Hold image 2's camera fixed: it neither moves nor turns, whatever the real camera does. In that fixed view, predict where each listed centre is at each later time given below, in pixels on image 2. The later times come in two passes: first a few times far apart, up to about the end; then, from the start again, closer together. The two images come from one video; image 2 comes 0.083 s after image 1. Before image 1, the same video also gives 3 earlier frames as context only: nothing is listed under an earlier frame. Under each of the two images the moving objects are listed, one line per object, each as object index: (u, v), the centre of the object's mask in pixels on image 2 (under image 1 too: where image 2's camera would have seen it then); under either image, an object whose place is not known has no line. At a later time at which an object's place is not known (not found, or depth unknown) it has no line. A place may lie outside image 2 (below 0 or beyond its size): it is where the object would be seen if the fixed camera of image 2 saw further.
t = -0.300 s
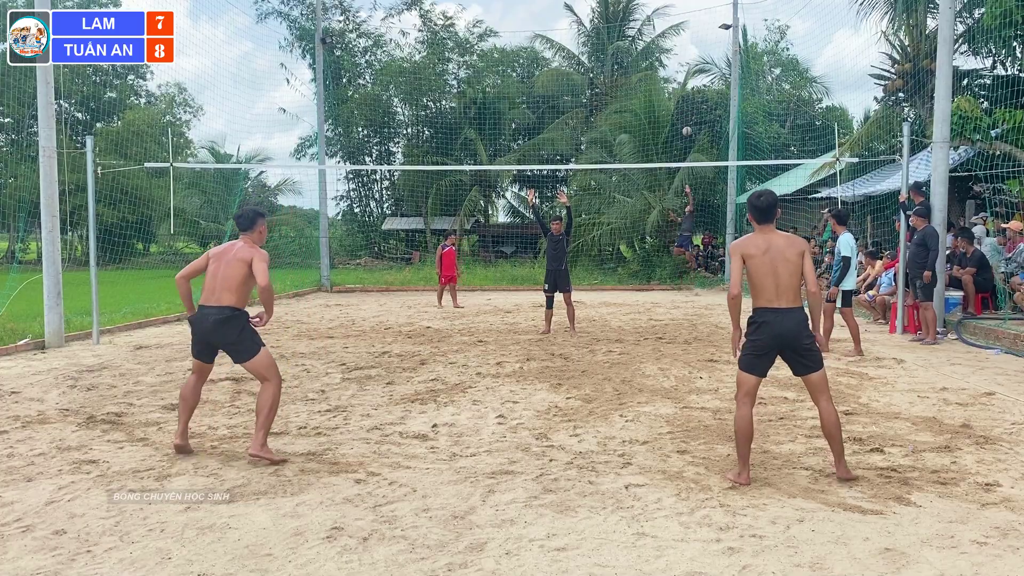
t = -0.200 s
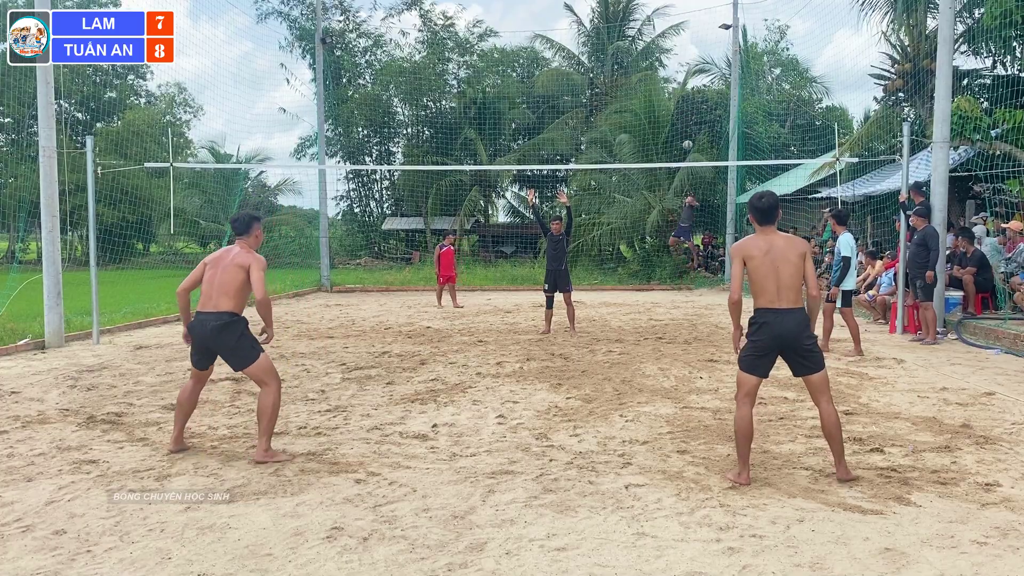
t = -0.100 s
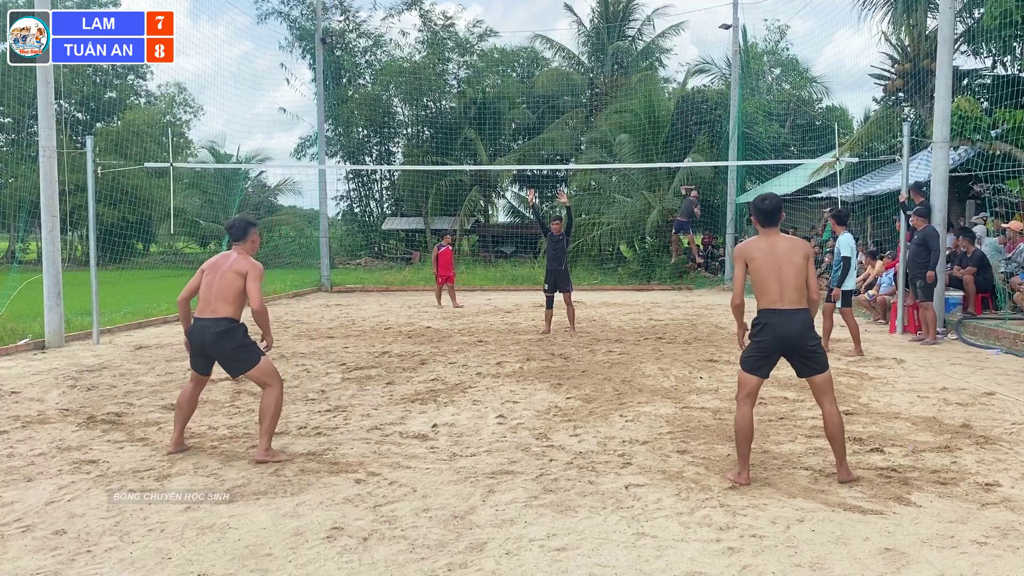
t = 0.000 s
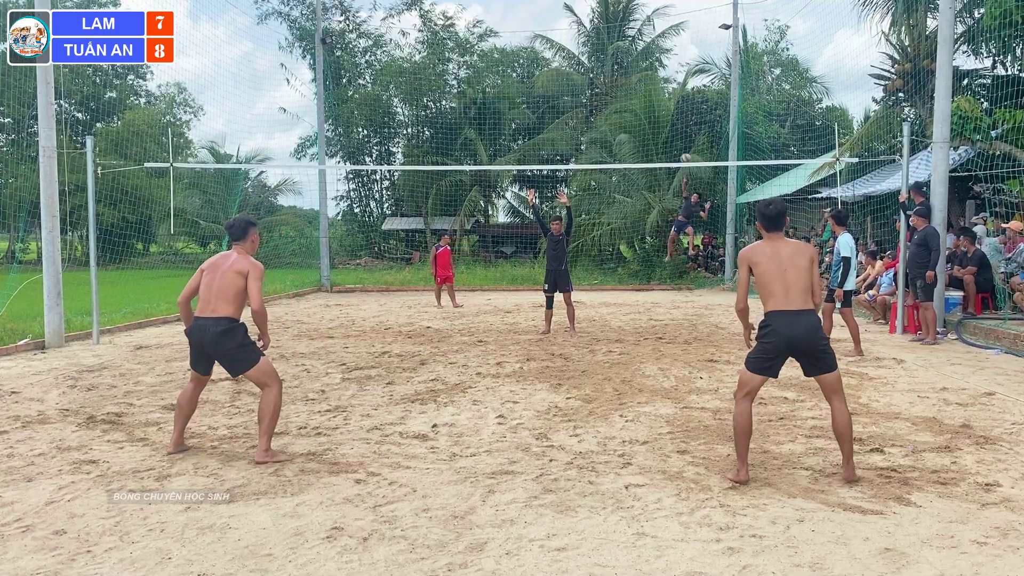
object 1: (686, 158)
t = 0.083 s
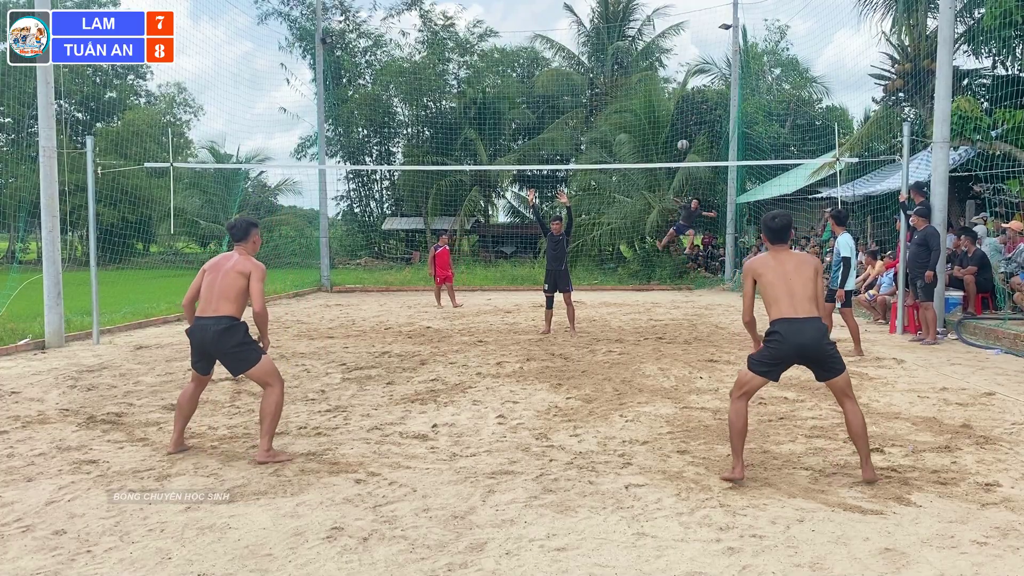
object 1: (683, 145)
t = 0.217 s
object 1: (681, 134)
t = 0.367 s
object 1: (682, 142)
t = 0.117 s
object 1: (682, 141)
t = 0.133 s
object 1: (682, 140)
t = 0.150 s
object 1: (682, 138)
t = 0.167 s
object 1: (682, 137)
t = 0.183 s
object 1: (681, 136)
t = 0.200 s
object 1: (681, 135)
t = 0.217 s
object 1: (681, 134)
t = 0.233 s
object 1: (681, 133)
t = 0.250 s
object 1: (681, 133)
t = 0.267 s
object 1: (681, 133)
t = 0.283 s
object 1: (681, 134)
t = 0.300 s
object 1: (681, 134)
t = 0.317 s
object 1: (681, 135)
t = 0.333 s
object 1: (682, 138)
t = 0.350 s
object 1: (682, 139)
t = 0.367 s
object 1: (682, 142)
